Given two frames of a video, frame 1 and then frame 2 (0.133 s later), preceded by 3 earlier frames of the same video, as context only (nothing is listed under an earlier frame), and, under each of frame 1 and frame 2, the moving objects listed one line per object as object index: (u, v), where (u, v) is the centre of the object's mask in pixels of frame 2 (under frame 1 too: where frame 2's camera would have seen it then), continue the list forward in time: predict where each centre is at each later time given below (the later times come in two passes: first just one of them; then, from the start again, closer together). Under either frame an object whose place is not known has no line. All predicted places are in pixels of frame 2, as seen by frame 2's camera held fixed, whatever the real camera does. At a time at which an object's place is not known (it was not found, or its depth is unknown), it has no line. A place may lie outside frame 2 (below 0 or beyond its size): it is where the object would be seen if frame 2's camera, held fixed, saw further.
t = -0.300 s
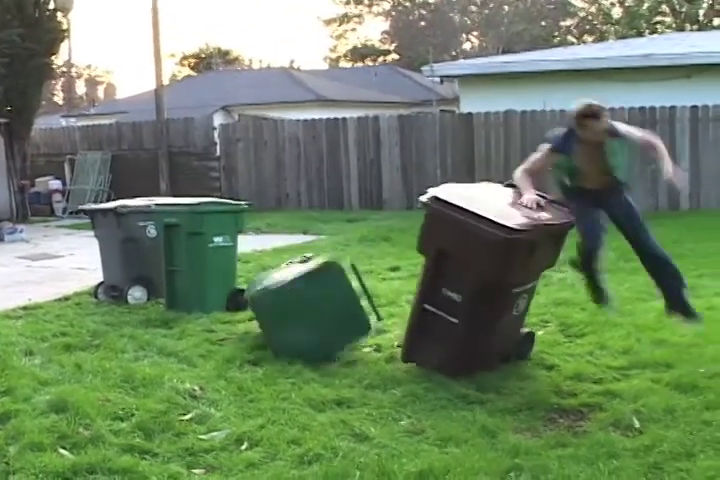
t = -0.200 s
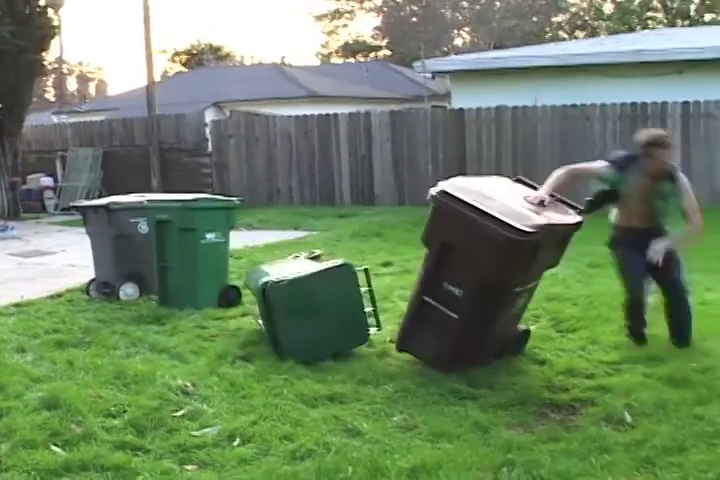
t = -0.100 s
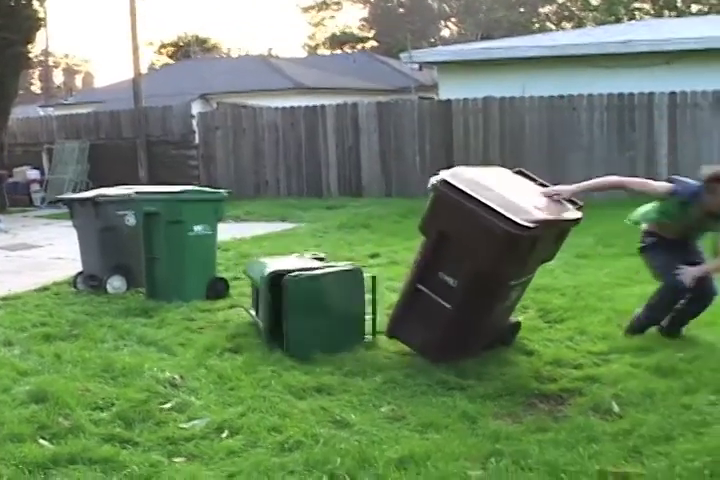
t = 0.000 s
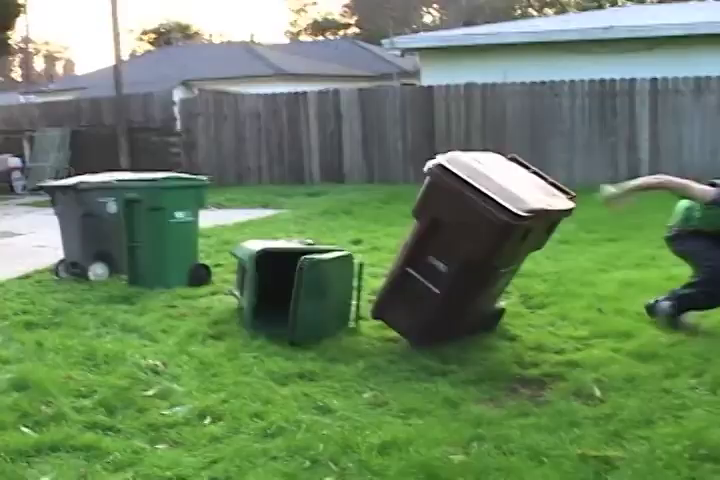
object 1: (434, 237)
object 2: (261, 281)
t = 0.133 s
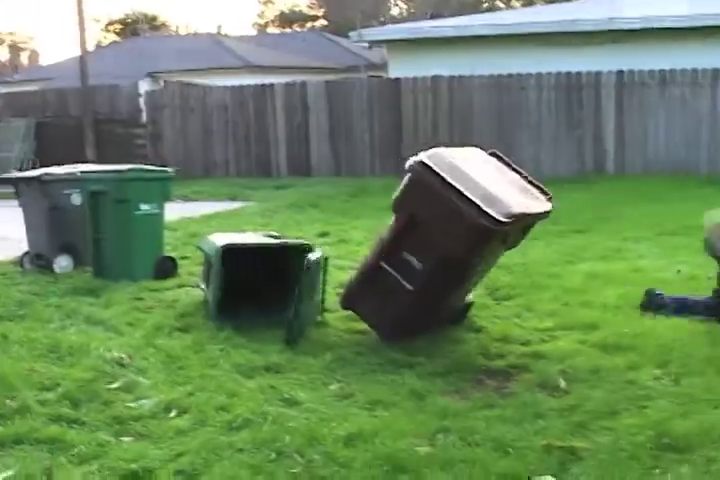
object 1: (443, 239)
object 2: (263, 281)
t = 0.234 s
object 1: (450, 244)
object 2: (263, 281)
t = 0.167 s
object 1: (445, 241)
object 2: (264, 281)
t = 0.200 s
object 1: (448, 242)
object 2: (264, 281)
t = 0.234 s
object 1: (450, 244)
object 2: (263, 281)
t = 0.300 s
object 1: (457, 247)
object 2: (254, 279)
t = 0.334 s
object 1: (460, 249)
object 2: (254, 279)
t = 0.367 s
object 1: (464, 252)
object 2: (254, 279)
